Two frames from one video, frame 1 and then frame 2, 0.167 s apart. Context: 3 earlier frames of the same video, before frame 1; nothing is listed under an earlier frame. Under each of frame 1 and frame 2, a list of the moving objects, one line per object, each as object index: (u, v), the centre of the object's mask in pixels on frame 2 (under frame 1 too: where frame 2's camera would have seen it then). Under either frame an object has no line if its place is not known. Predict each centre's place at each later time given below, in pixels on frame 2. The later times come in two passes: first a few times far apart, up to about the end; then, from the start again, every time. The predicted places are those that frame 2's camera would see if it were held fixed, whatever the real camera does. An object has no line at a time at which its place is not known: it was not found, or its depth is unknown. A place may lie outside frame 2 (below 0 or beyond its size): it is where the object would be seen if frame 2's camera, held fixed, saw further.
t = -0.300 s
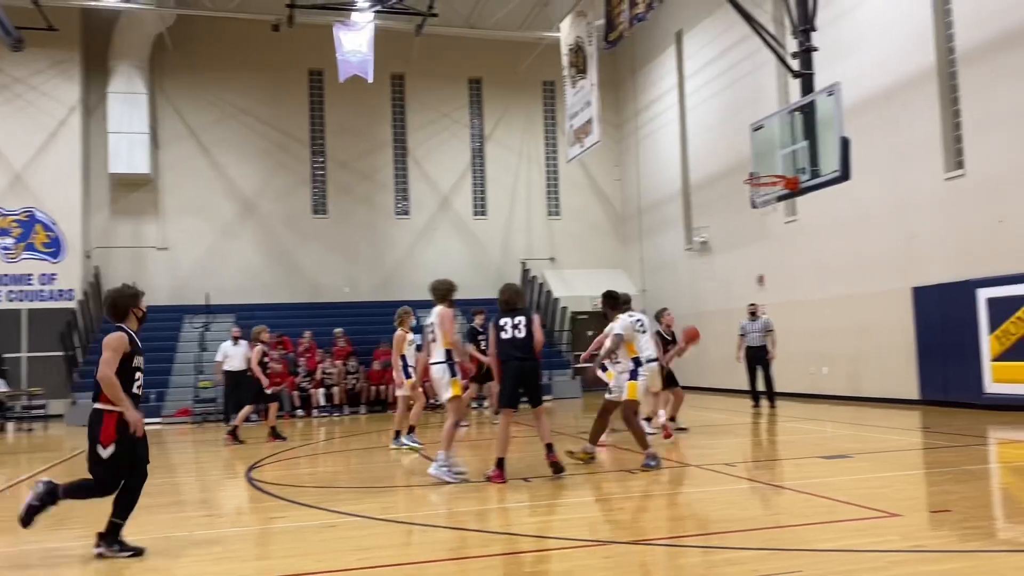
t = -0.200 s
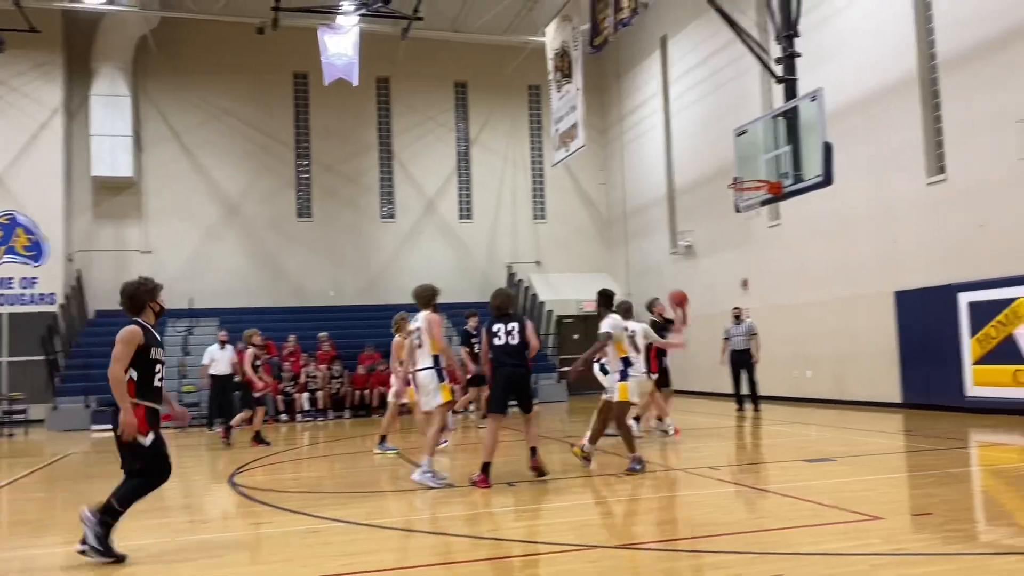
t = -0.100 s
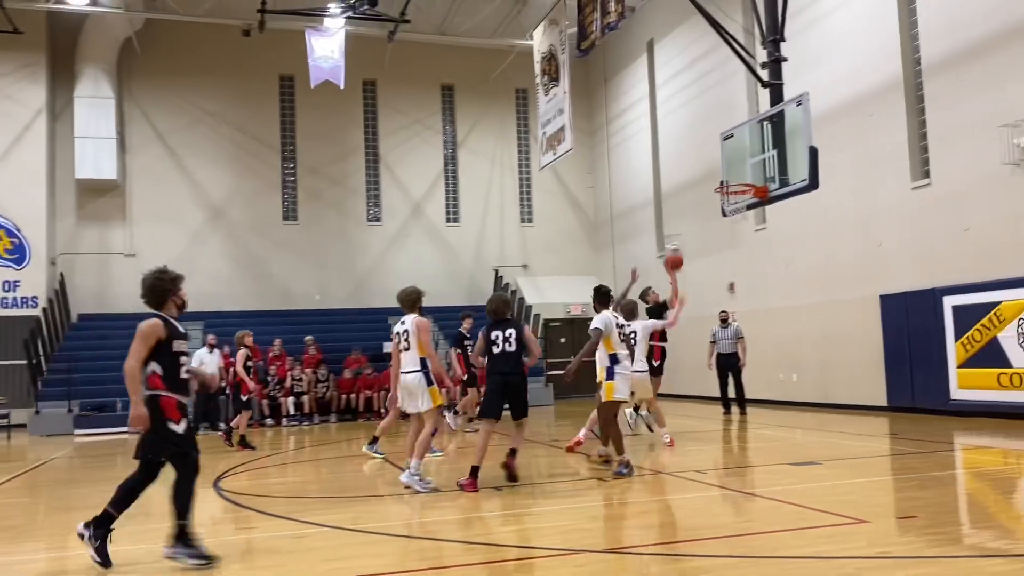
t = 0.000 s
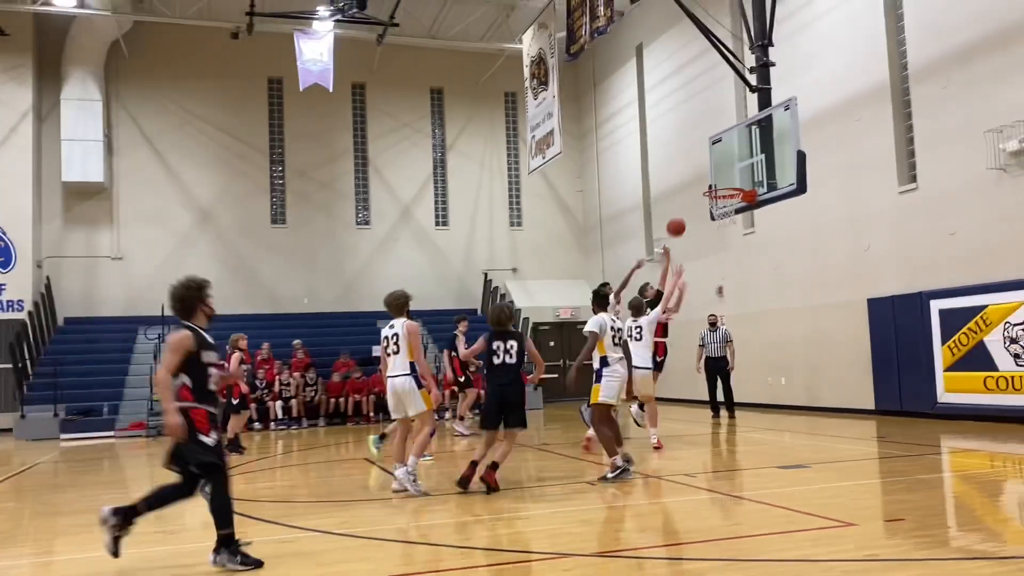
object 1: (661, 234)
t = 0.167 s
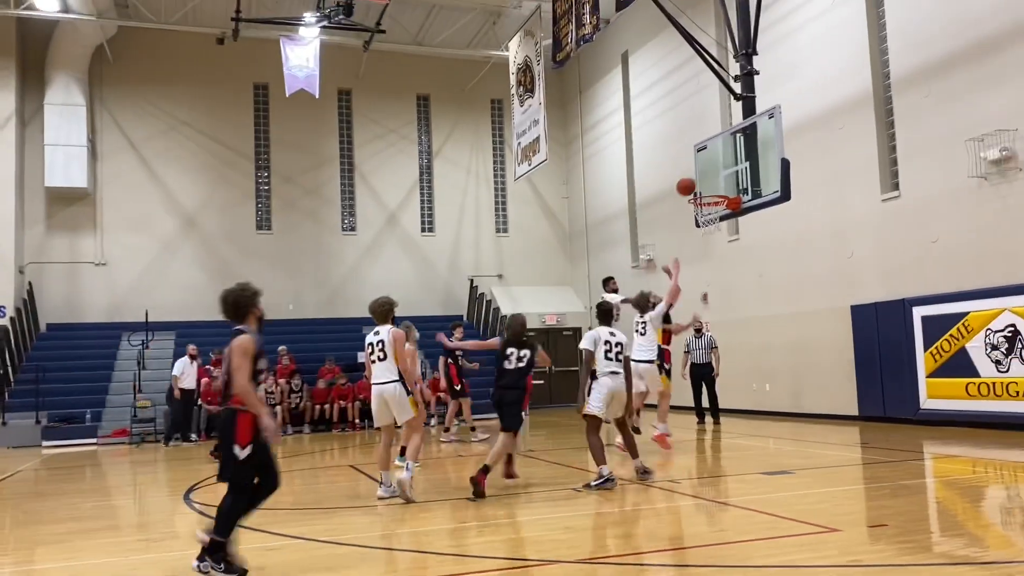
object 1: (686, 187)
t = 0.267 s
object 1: (701, 168)
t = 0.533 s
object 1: (708, 161)
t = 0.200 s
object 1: (691, 179)
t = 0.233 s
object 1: (696, 173)
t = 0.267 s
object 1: (701, 168)
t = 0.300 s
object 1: (706, 163)
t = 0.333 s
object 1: (712, 160)
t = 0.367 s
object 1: (717, 157)
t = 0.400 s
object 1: (717, 156)
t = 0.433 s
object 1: (714, 156)
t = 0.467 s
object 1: (712, 157)
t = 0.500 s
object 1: (710, 158)
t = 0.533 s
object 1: (708, 161)
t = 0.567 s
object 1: (706, 164)
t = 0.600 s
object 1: (705, 168)
